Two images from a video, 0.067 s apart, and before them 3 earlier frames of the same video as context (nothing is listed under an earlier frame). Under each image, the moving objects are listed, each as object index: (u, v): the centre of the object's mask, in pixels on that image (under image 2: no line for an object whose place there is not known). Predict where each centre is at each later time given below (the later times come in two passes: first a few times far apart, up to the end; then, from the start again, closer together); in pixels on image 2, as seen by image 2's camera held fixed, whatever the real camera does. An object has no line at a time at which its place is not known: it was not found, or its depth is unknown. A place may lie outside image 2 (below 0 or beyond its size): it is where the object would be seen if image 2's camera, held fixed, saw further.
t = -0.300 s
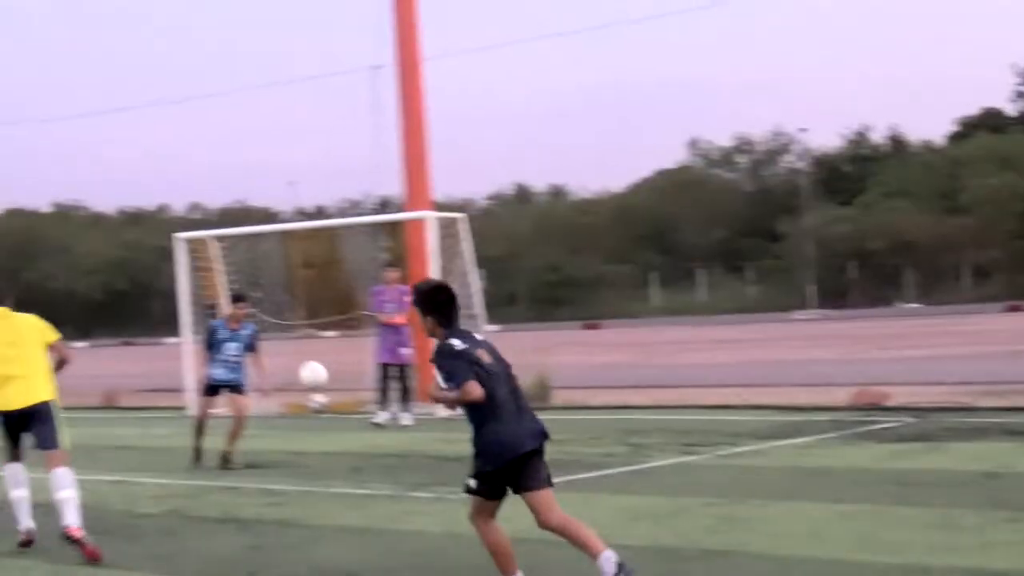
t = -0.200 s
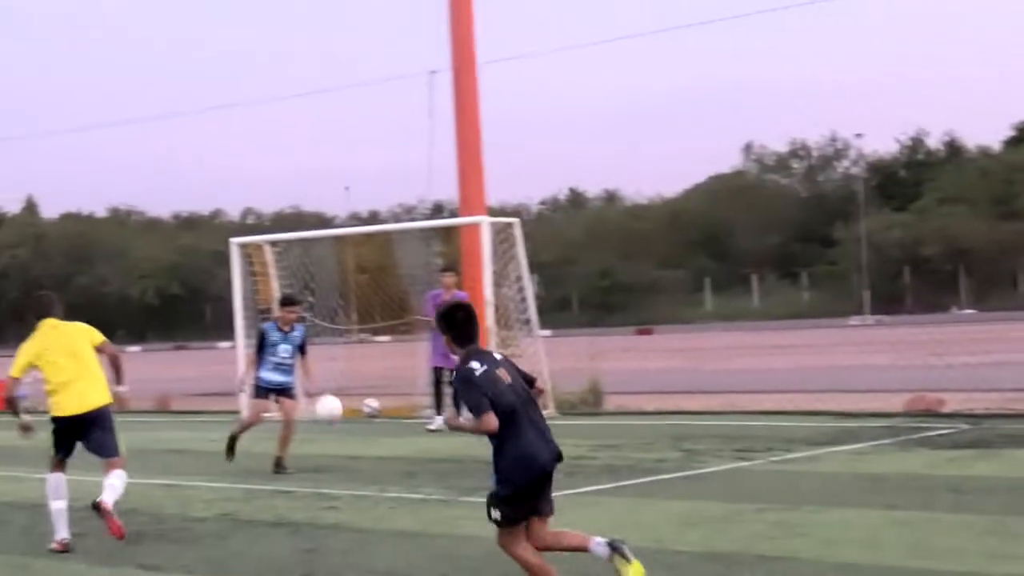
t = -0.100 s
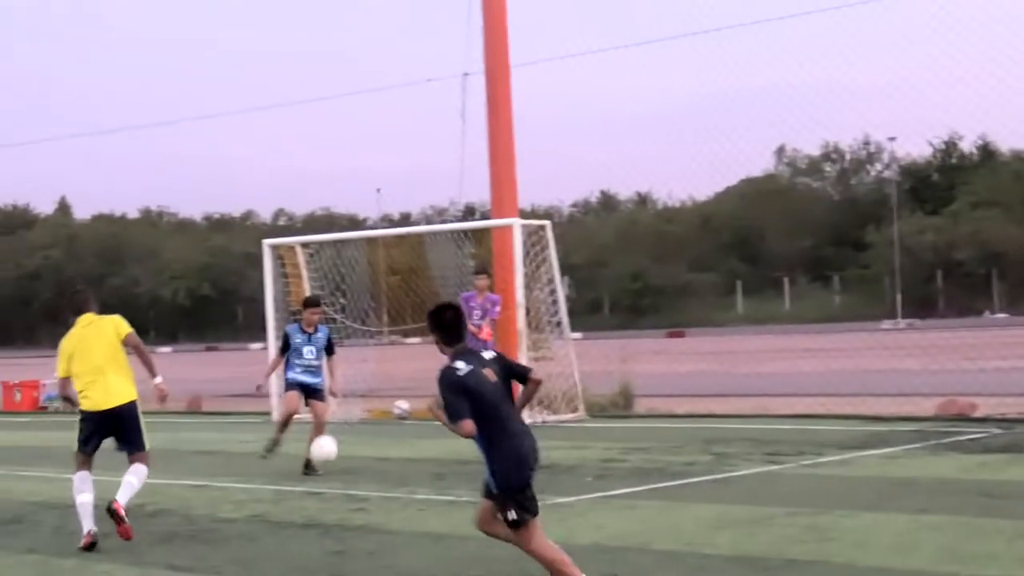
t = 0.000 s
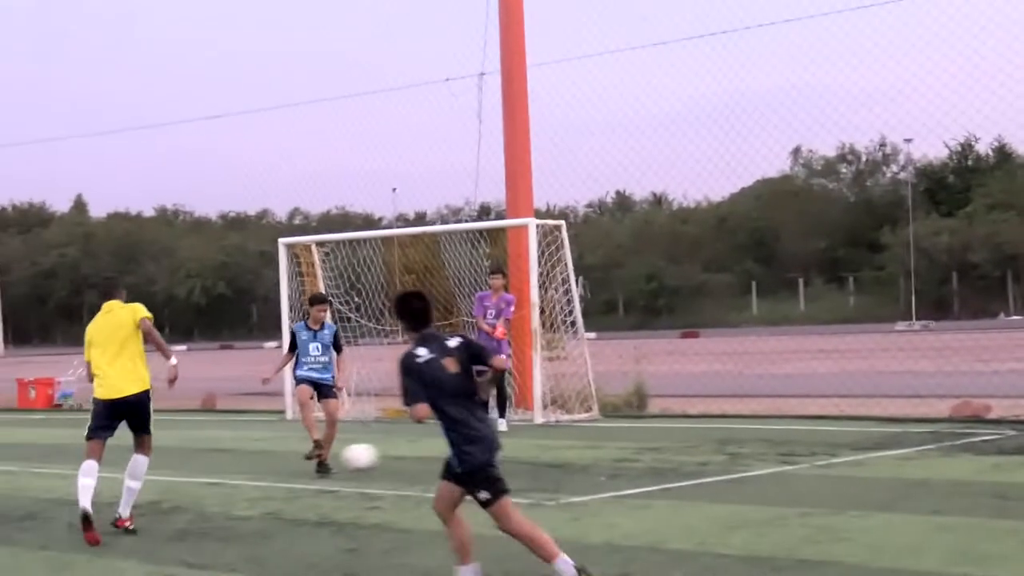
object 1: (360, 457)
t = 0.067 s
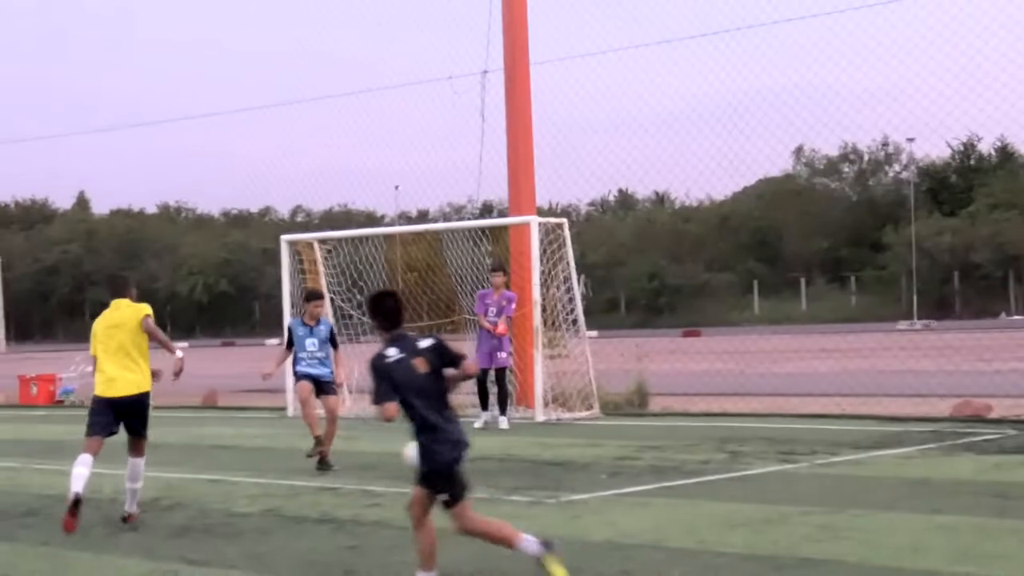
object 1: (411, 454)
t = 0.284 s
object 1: (625, 470)
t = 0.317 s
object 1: (656, 470)
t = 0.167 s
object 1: (515, 463)
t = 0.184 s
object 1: (532, 467)
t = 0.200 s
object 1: (550, 471)
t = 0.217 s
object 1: (566, 473)
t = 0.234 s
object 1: (581, 473)
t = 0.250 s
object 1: (595, 472)
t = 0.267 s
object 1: (610, 470)
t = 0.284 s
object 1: (625, 470)
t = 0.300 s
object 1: (641, 470)
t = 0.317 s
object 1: (656, 470)
